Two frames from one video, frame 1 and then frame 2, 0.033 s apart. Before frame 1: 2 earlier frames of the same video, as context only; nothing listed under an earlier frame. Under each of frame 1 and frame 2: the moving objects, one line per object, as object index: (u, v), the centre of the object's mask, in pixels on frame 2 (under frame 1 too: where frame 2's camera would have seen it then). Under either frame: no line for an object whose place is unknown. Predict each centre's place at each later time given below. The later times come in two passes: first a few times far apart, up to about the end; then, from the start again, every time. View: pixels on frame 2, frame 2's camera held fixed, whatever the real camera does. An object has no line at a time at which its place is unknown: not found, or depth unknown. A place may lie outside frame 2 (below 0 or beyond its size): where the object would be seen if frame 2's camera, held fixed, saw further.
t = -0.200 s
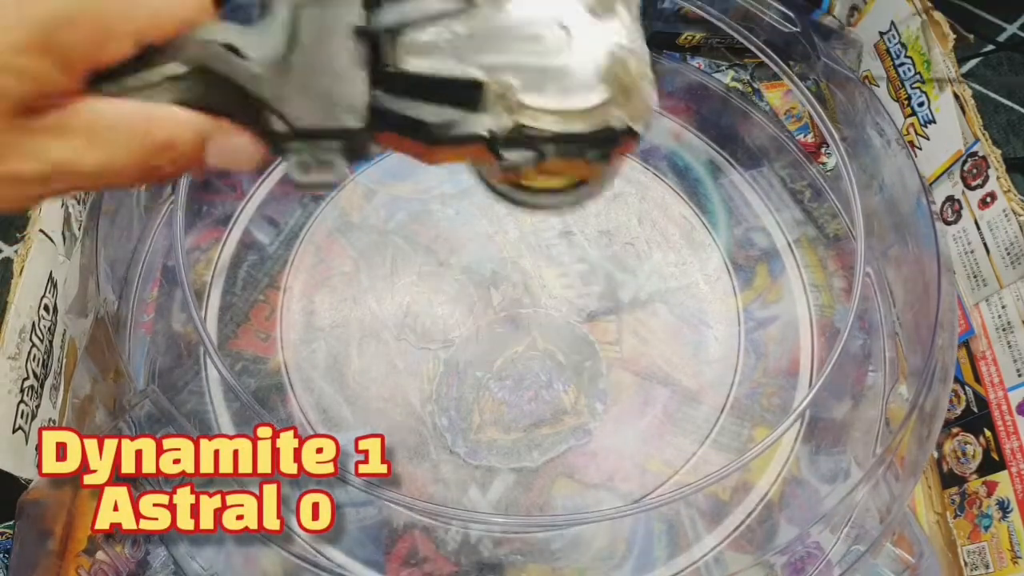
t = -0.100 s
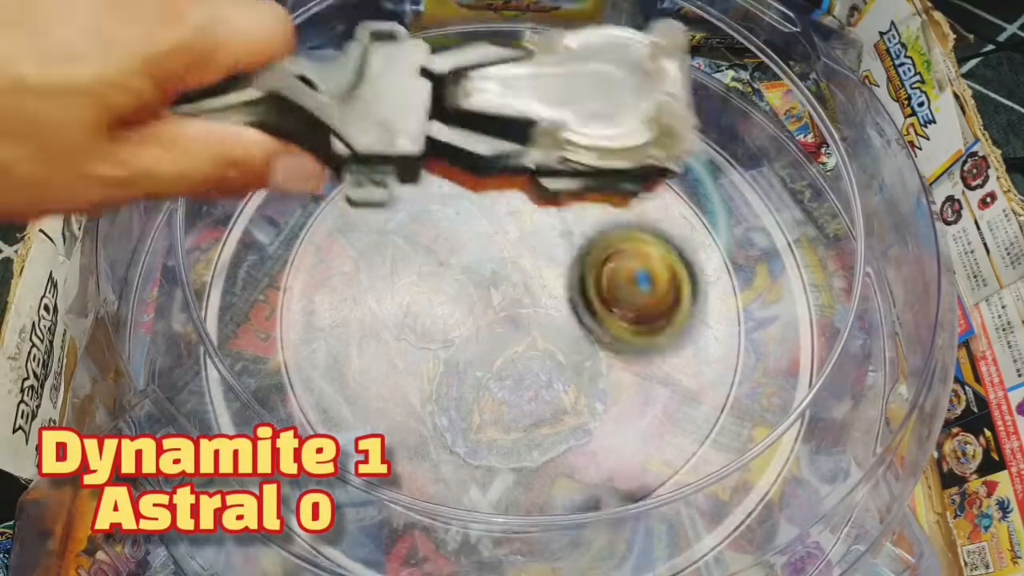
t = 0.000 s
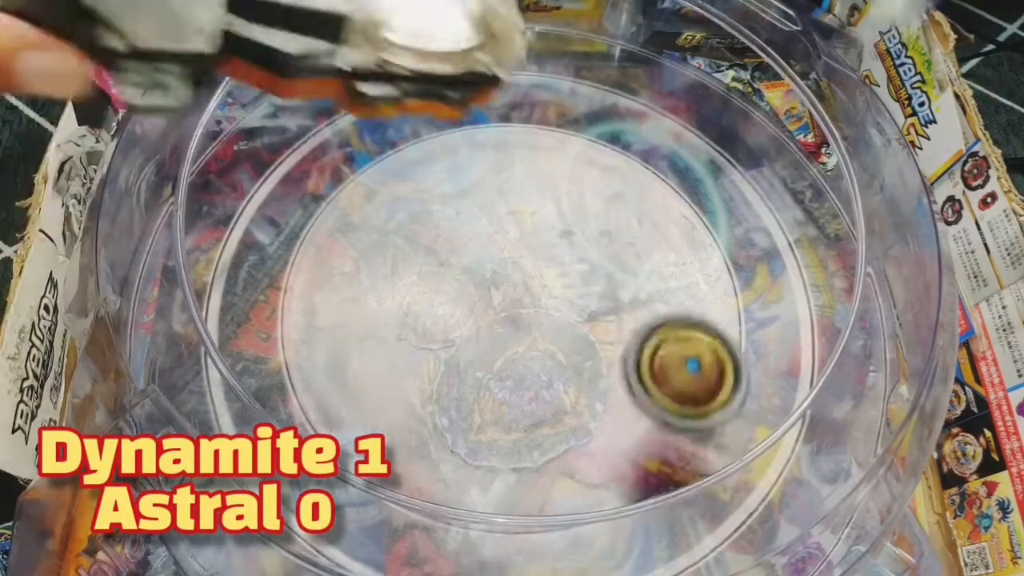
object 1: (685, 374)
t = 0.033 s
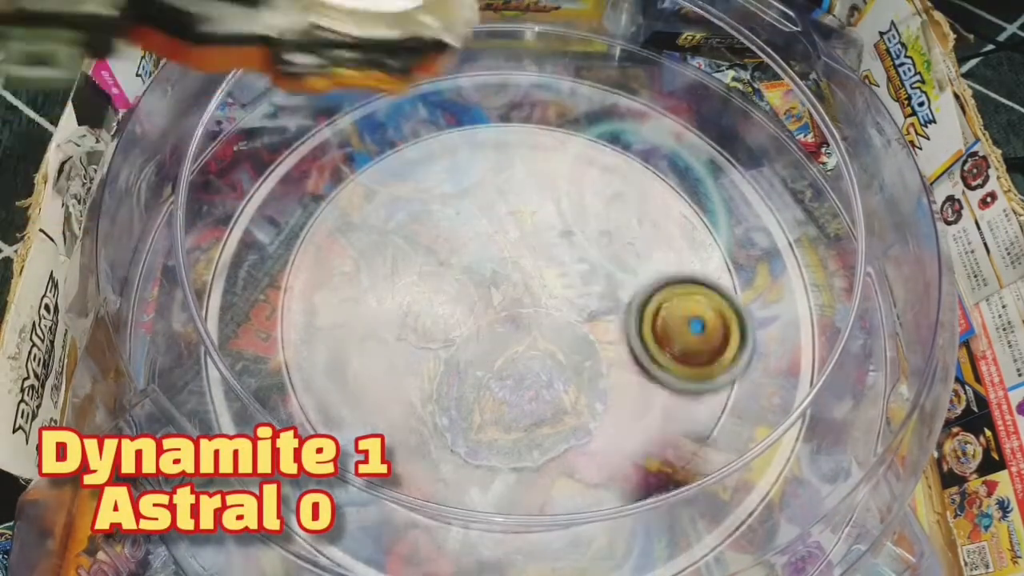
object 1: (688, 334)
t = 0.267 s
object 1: (597, 269)
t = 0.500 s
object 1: (438, 223)
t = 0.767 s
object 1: (516, 362)
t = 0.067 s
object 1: (687, 304)
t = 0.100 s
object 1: (679, 286)
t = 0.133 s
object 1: (667, 280)
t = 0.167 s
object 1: (652, 287)
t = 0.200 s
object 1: (634, 303)
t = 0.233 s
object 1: (617, 282)
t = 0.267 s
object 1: (597, 269)
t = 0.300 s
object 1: (576, 262)
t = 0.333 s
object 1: (553, 247)
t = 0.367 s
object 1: (529, 235)
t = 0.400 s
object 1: (503, 228)
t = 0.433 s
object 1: (479, 223)
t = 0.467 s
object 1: (458, 219)
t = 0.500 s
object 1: (438, 223)
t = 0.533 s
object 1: (422, 232)
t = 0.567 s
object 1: (414, 244)
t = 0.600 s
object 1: (413, 261)
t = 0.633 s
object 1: (418, 288)
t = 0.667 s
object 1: (432, 305)
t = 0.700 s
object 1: (453, 329)
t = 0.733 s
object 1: (482, 348)
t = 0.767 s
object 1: (516, 362)
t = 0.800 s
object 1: (554, 370)
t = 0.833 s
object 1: (589, 370)
